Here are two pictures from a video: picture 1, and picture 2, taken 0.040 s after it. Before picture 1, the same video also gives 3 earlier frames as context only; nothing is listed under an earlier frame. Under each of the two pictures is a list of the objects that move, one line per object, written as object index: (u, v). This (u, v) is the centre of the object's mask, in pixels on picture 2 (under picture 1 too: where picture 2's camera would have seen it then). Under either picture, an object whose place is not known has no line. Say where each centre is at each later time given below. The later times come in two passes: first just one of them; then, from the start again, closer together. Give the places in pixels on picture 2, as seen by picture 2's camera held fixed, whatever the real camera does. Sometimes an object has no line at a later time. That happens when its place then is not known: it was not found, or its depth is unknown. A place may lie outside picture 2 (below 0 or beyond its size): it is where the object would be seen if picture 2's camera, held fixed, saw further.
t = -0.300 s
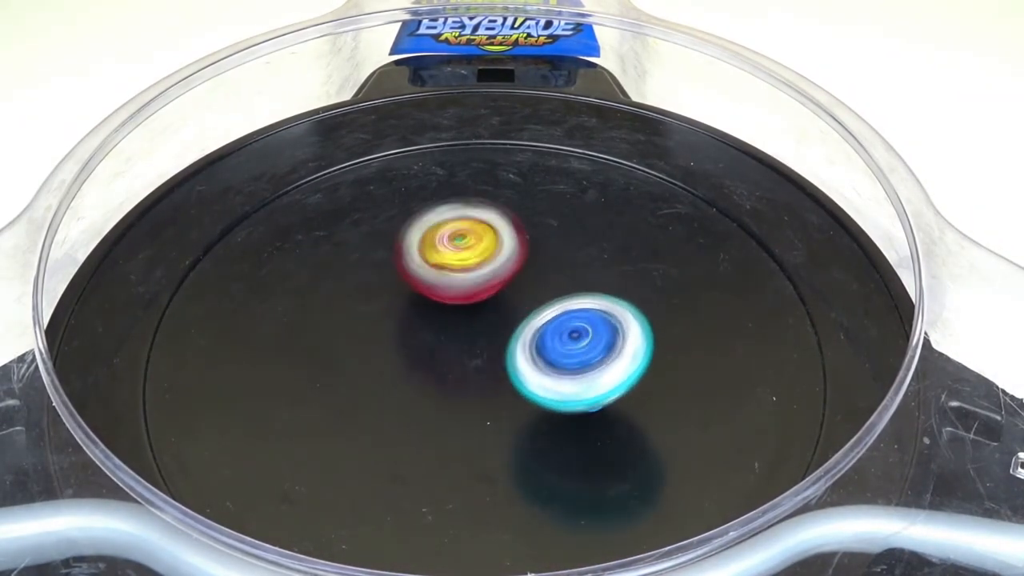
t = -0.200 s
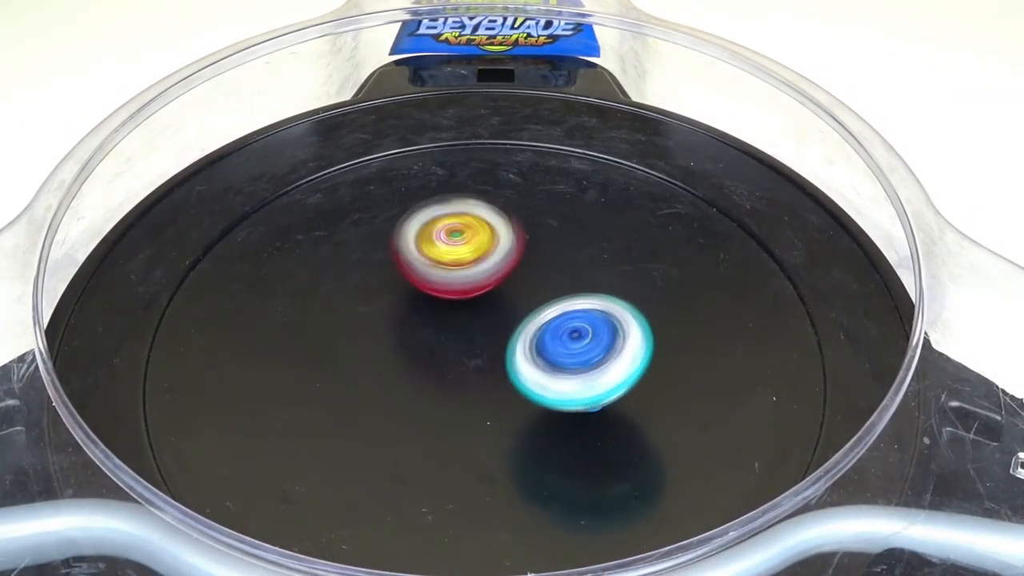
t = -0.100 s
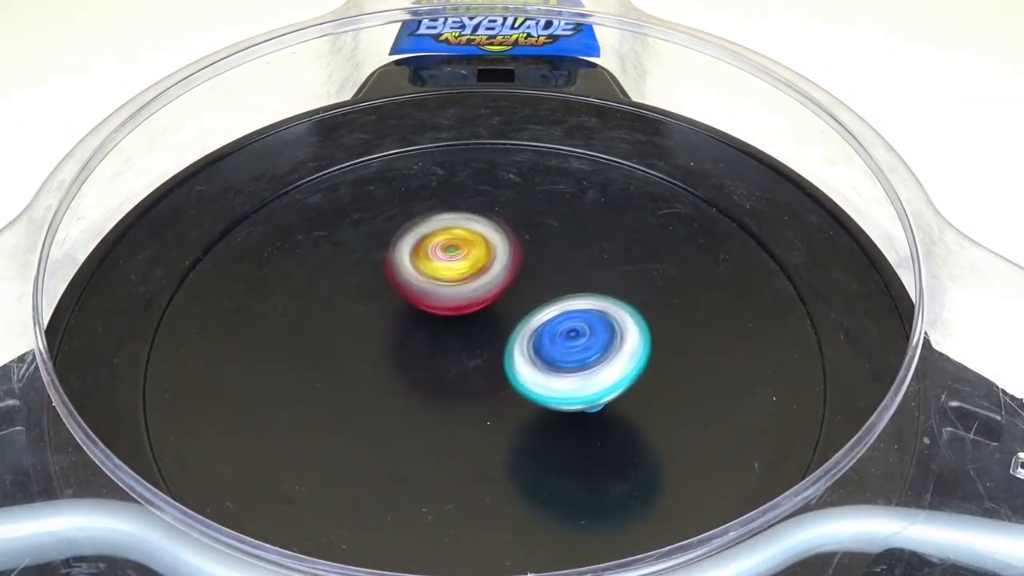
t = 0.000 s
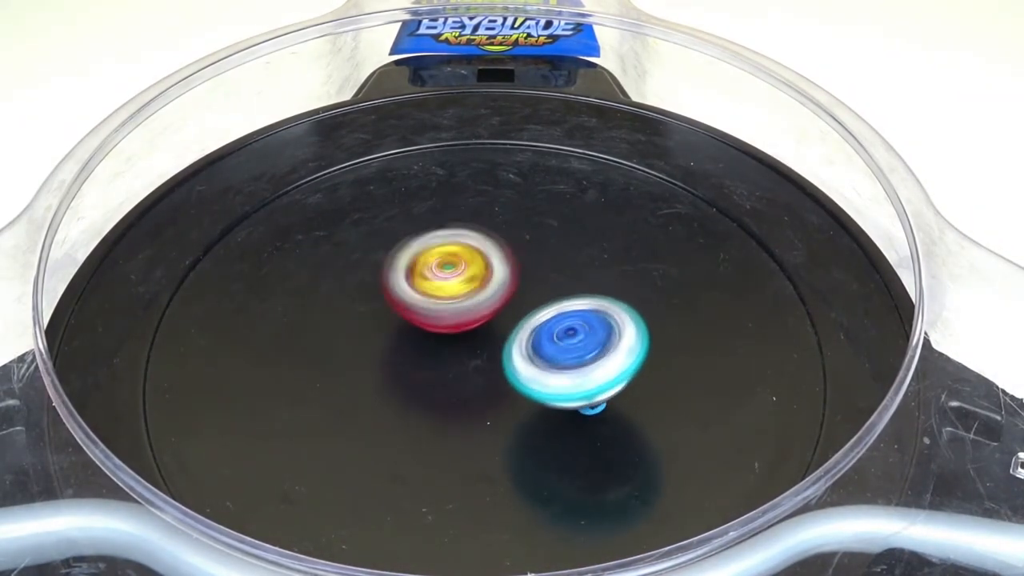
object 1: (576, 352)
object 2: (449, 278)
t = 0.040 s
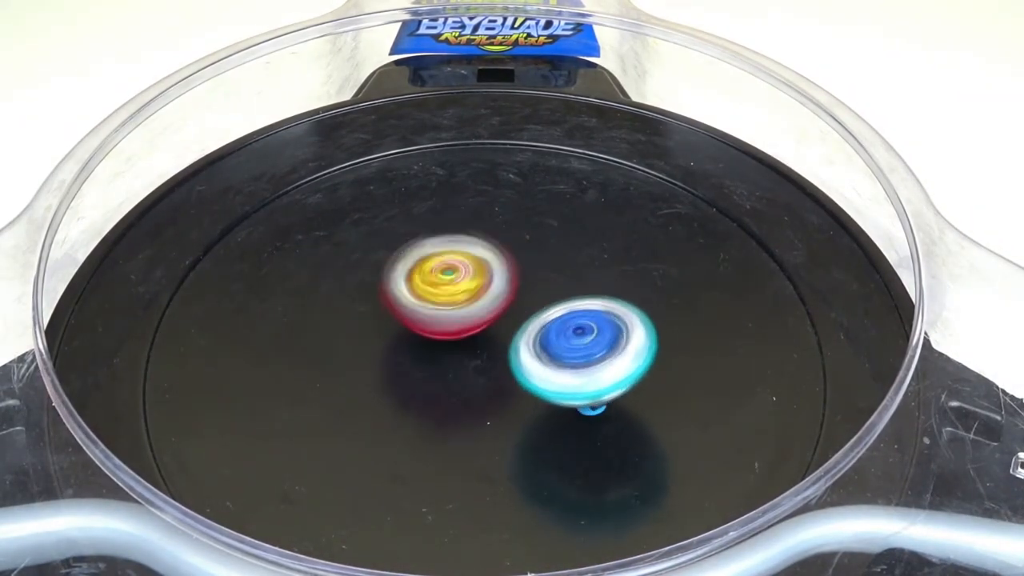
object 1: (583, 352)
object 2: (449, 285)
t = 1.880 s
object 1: (566, 387)
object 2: (464, 277)
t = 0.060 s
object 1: (581, 355)
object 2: (449, 287)
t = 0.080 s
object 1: (577, 355)
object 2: (449, 291)
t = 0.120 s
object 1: (582, 353)
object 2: (449, 297)
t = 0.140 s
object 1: (583, 355)
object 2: (450, 300)
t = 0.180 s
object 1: (578, 355)
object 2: (450, 306)
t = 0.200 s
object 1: (582, 355)
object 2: (450, 307)
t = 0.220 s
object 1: (582, 357)
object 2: (449, 310)
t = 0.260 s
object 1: (579, 358)
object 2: (447, 312)
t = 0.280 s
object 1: (582, 357)
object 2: (443, 311)
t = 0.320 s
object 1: (577, 359)
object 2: (439, 311)
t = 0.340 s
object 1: (577, 357)
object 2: (438, 312)
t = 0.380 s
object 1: (581, 360)
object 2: (435, 314)
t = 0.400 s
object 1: (577, 361)
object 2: (436, 315)
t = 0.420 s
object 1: (577, 359)
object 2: (435, 316)
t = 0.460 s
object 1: (581, 361)
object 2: (433, 319)
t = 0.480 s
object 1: (578, 362)
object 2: (433, 321)
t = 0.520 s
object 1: (577, 360)
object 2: (433, 323)
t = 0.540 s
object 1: (580, 361)
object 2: (431, 325)
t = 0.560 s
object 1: (580, 363)
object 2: (432, 326)
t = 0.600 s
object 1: (579, 364)
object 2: (424, 323)
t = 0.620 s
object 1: (579, 366)
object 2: (416, 321)
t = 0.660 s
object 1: (577, 364)
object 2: (407, 316)
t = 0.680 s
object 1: (580, 364)
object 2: (405, 314)
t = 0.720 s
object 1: (576, 366)
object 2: (405, 312)
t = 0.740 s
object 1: (575, 364)
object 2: (409, 313)
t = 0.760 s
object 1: (578, 364)
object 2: (412, 315)
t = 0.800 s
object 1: (577, 367)
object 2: (419, 319)
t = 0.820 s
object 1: (575, 365)
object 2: (425, 323)
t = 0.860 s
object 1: (579, 365)
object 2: (430, 329)
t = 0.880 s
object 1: (578, 367)
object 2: (431, 334)
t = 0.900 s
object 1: (575, 366)
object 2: (433, 337)
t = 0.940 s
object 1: (591, 372)
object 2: (418, 331)
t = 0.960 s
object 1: (586, 376)
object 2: (409, 328)
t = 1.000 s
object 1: (582, 374)
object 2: (395, 320)
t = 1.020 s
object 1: (586, 375)
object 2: (391, 318)
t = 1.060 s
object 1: (583, 379)
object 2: (387, 312)
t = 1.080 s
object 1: (582, 379)
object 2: (386, 312)
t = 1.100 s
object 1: (586, 378)
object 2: (388, 310)
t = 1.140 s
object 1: (586, 381)
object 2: (390, 310)
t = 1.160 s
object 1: (582, 380)
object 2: (394, 309)
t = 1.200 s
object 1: (587, 380)
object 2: (400, 310)
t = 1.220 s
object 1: (586, 382)
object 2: (407, 312)
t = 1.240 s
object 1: (582, 382)
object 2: (411, 312)
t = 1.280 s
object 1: (584, 378)
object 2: (420, 316)
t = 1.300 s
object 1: (585, 381)
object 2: (425, 316)
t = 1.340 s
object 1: (579, 381)
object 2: (434, 320)
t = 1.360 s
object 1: (580, 378)
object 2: (438, 321)
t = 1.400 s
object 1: (583, 381)
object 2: (446, 325)
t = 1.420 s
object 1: (579, 382)
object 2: (449, 325)
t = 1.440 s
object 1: (577, 381)
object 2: (450, 324)
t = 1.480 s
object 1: (582, 380)
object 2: (453, 325)
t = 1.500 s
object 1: (580, 384)
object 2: (453, 324)
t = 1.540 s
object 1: (574, 383)
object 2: (451, 318)
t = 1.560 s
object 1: (576, 386)
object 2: (447, 312)
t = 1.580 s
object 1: (572, 387)
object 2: (444, 306)
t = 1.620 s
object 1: (570, 383)
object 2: (440, 295)
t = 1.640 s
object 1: (572, 383)
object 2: (441, 291)
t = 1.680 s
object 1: (568, 387)
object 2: (440, 285)
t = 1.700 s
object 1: (567, 385)
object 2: (444, 281)
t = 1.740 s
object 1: (571, 384)
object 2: (445, 278)
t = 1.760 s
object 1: (570, 386)
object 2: (449, 275)
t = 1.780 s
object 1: (567, 387)
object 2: (450, 276)
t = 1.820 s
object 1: (567, 383)
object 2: (455, 274)
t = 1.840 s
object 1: (569, 383)
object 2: (459, 276)
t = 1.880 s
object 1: (566, 387)
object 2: (464, 277)
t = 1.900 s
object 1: (564, 385)
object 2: (466, 279)
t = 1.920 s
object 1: (565, 383)
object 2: (470, 281)
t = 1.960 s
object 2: (473, 285)
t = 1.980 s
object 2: (477, 287)
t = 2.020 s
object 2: (479, 292)
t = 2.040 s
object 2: (483, 293)
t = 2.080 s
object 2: (484, 298)
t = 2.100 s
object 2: (485, 299)
